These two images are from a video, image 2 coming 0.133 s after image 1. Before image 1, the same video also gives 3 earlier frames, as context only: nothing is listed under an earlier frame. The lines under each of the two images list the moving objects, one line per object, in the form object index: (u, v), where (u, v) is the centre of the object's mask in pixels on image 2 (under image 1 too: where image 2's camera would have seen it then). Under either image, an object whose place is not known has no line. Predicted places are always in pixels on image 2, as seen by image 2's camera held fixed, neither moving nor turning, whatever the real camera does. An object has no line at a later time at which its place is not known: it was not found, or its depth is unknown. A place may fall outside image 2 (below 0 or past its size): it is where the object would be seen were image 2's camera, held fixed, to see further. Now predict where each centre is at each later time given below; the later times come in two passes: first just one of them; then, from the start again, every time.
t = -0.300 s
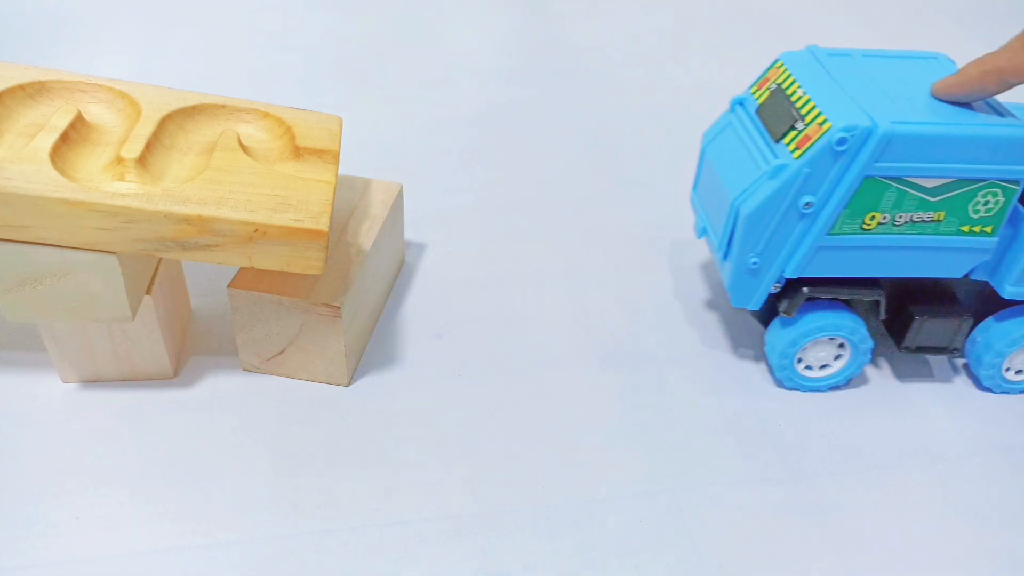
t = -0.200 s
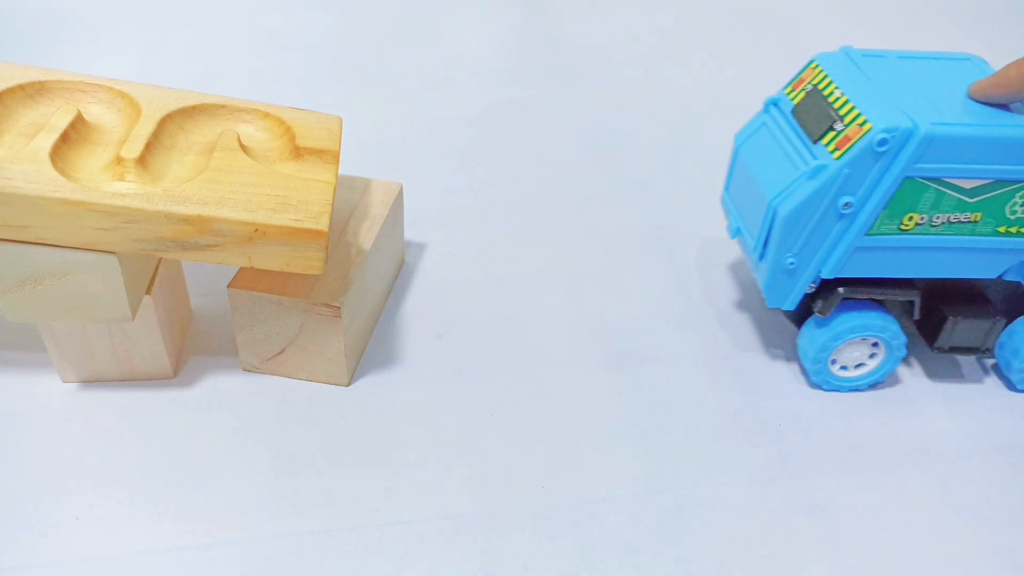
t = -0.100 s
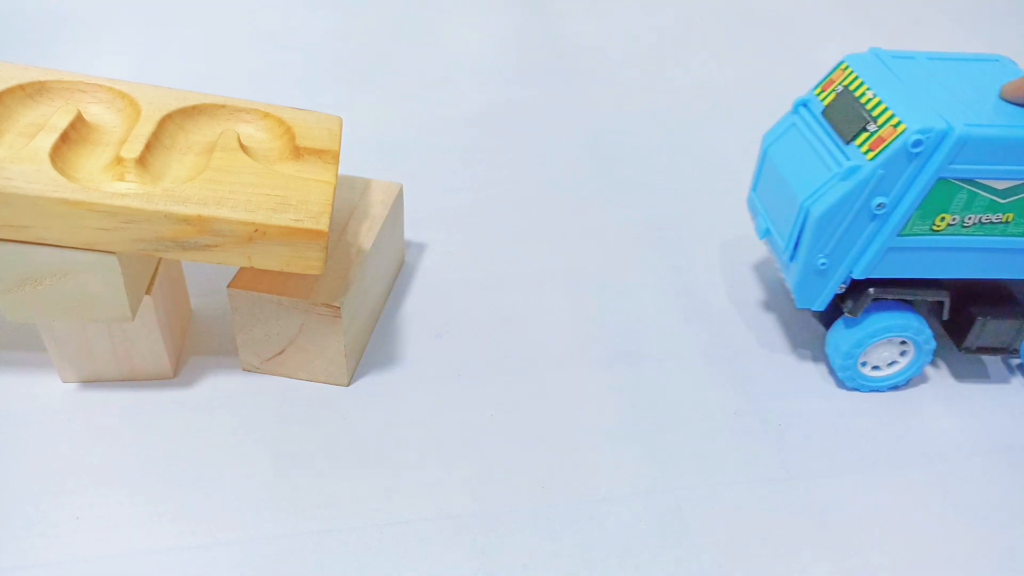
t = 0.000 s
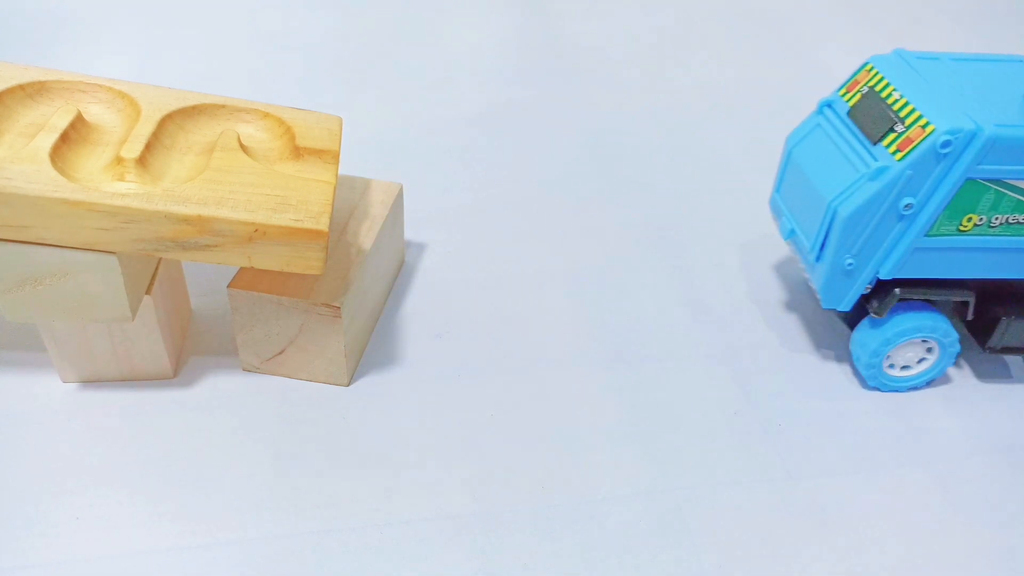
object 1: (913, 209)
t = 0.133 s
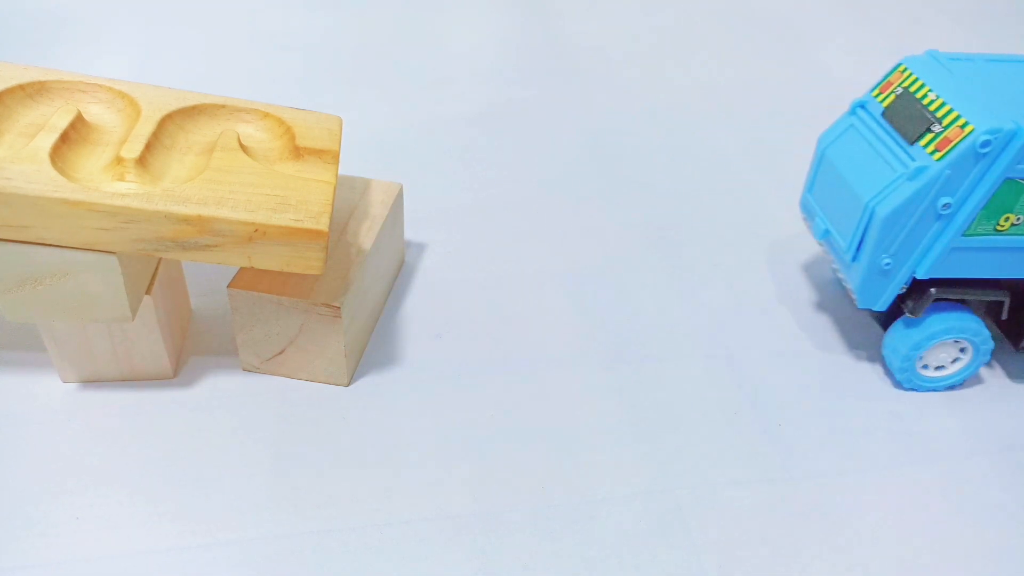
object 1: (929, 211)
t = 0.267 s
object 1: (956, 216)
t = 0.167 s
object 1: (935, 212)
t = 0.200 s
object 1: (941, 213)
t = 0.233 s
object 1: (949, 215)
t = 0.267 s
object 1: (956, 216)
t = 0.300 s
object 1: (963, 216)
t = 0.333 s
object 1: (970, 216)
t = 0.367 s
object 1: (976, 215)
